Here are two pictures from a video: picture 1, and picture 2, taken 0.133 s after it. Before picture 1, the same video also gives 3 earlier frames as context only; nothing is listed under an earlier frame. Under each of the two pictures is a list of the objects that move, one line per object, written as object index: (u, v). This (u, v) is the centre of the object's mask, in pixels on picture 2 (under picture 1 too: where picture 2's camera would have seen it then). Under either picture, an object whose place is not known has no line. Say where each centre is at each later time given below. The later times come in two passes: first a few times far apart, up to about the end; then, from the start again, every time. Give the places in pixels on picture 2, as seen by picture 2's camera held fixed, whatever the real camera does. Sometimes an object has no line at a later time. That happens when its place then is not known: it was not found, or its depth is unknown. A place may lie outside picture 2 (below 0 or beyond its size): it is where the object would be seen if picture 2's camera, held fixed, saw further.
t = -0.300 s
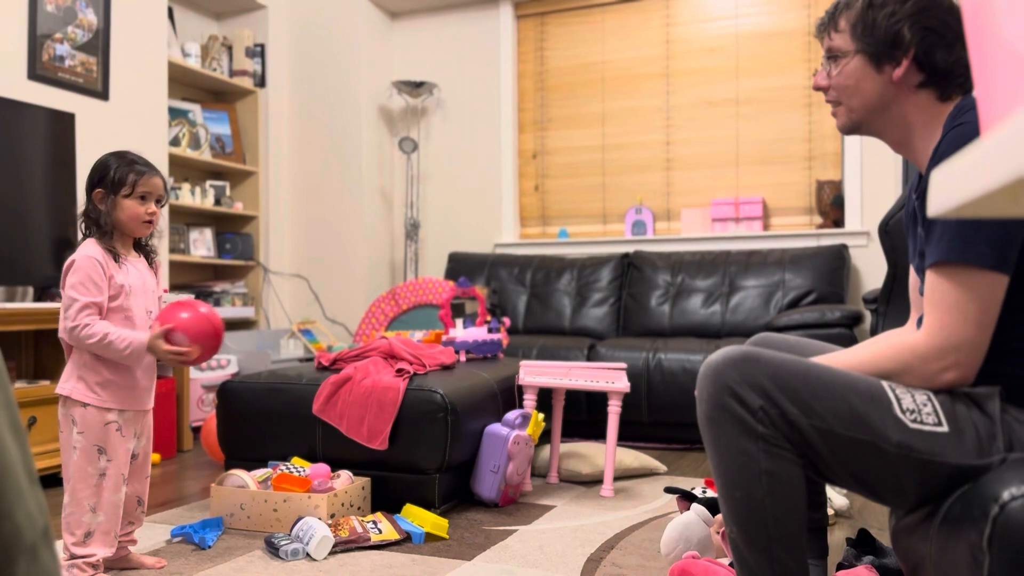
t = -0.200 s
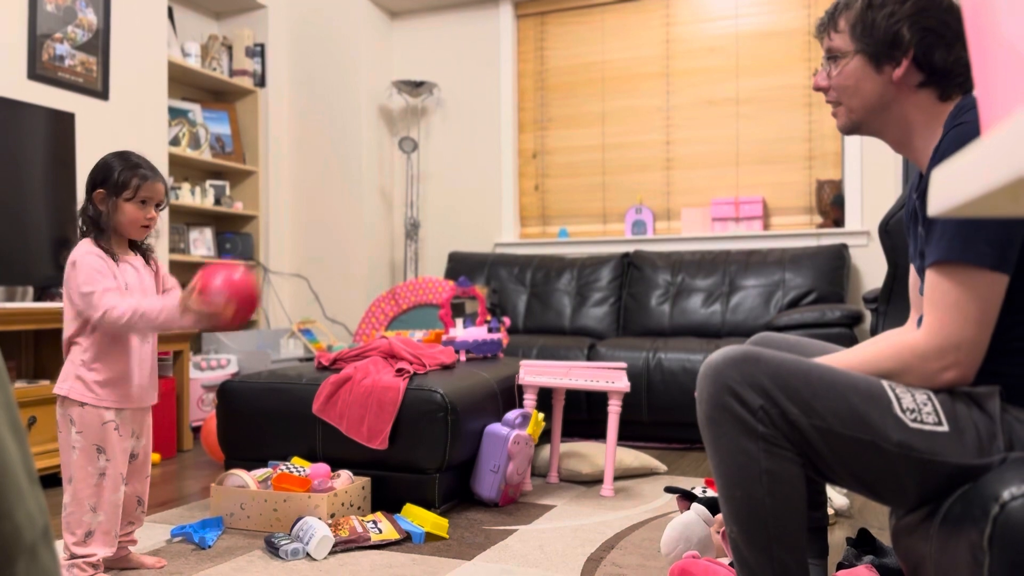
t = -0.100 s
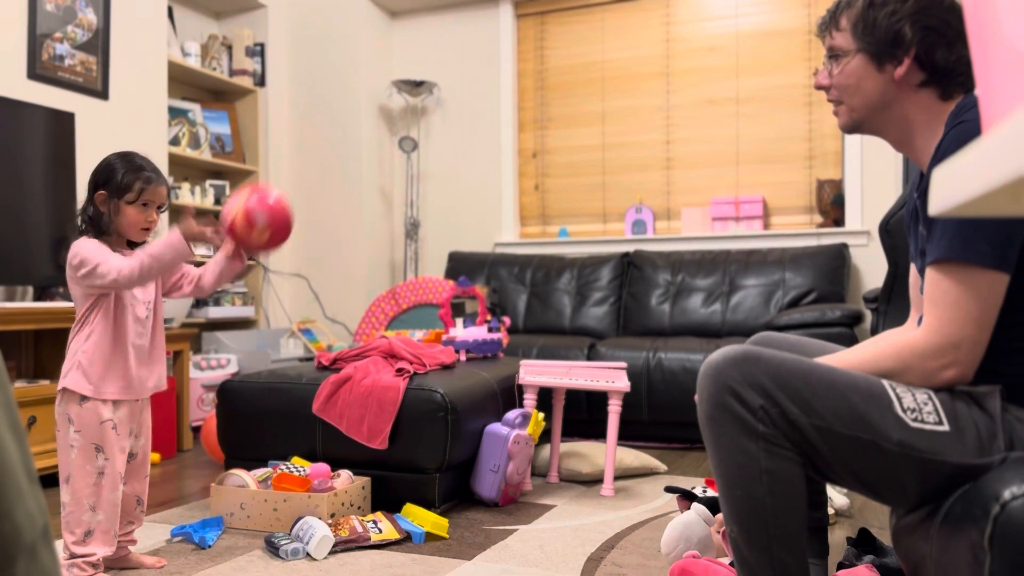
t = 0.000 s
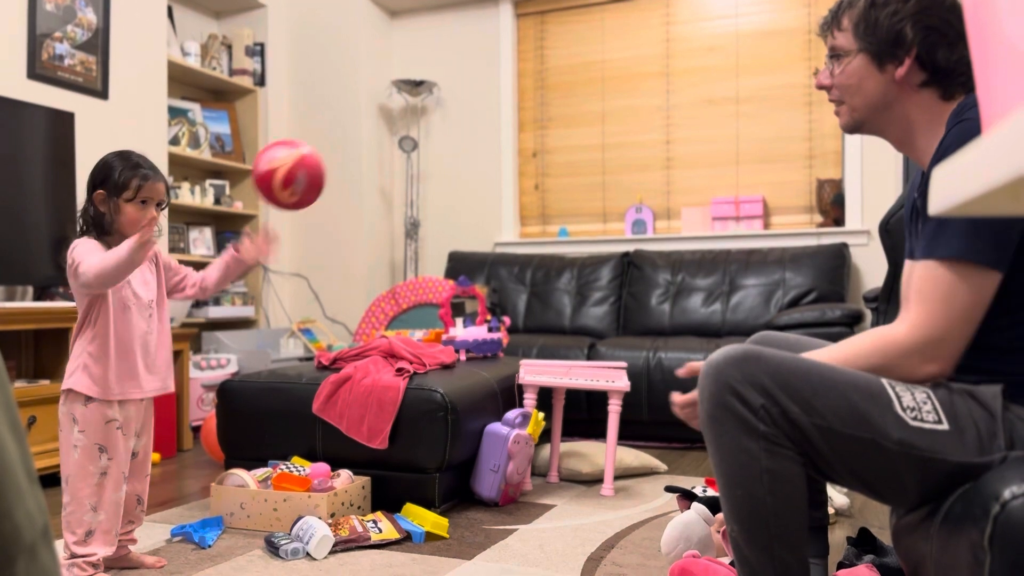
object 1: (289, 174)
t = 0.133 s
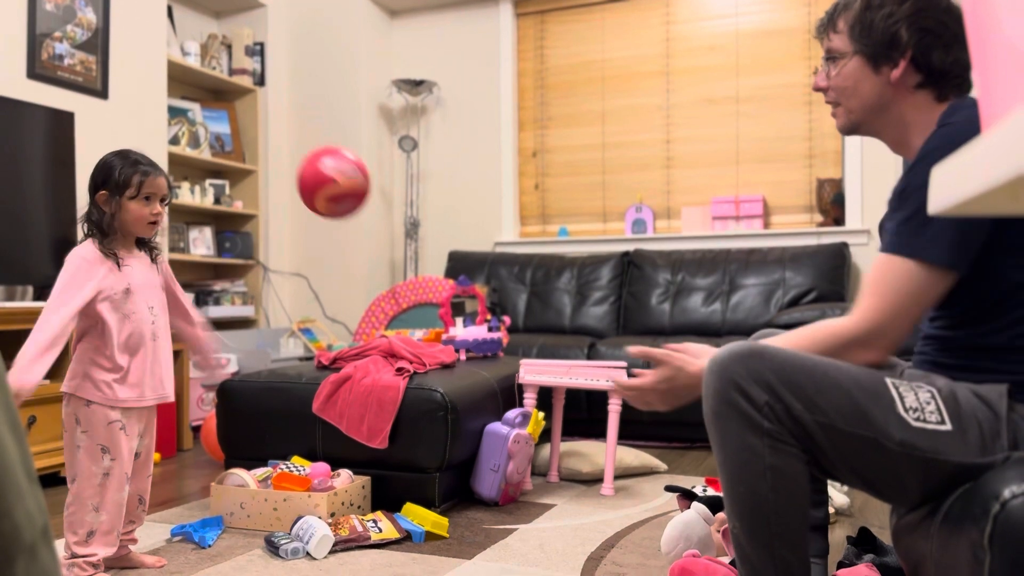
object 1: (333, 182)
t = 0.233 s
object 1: (369, 241)
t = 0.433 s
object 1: (445, 514)
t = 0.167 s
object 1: (344, 196)
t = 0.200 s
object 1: (357, 216)
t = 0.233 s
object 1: (369, 241)
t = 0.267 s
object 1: (380, 271)
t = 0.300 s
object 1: (393, 307)
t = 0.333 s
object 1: (408, 354)
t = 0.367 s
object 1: (421, 409)
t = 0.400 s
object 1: (432, 459)
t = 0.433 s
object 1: (445, 514)
